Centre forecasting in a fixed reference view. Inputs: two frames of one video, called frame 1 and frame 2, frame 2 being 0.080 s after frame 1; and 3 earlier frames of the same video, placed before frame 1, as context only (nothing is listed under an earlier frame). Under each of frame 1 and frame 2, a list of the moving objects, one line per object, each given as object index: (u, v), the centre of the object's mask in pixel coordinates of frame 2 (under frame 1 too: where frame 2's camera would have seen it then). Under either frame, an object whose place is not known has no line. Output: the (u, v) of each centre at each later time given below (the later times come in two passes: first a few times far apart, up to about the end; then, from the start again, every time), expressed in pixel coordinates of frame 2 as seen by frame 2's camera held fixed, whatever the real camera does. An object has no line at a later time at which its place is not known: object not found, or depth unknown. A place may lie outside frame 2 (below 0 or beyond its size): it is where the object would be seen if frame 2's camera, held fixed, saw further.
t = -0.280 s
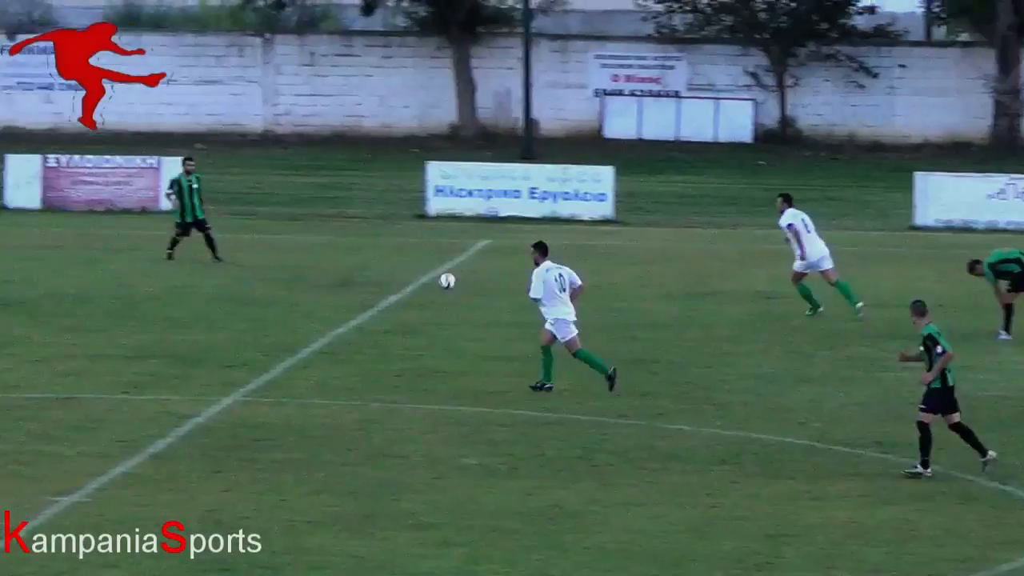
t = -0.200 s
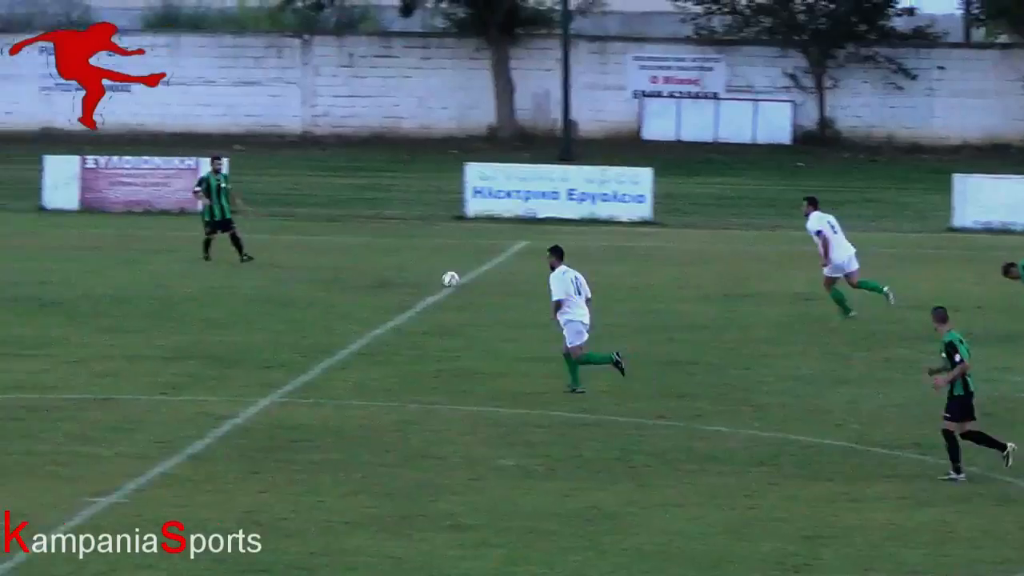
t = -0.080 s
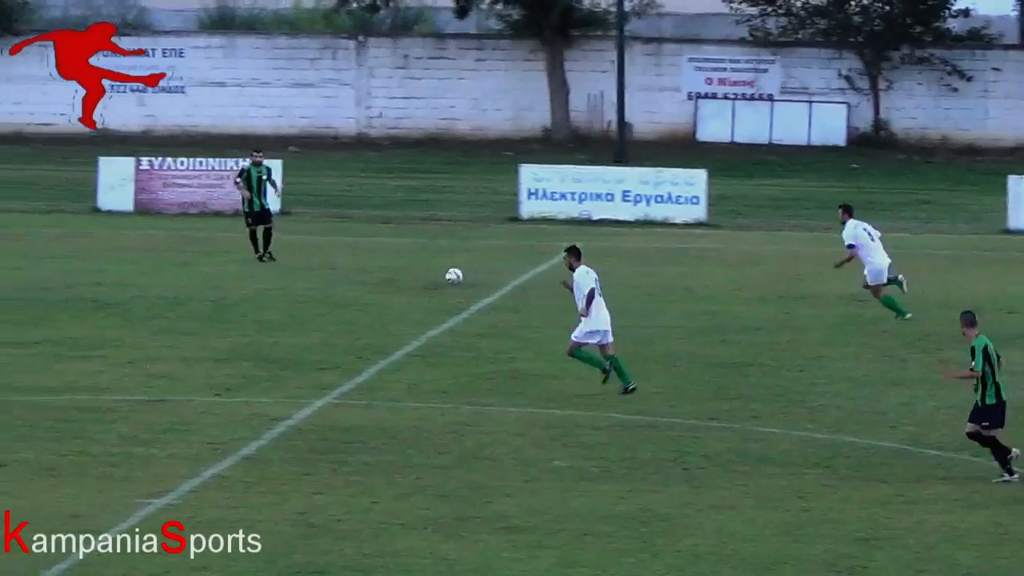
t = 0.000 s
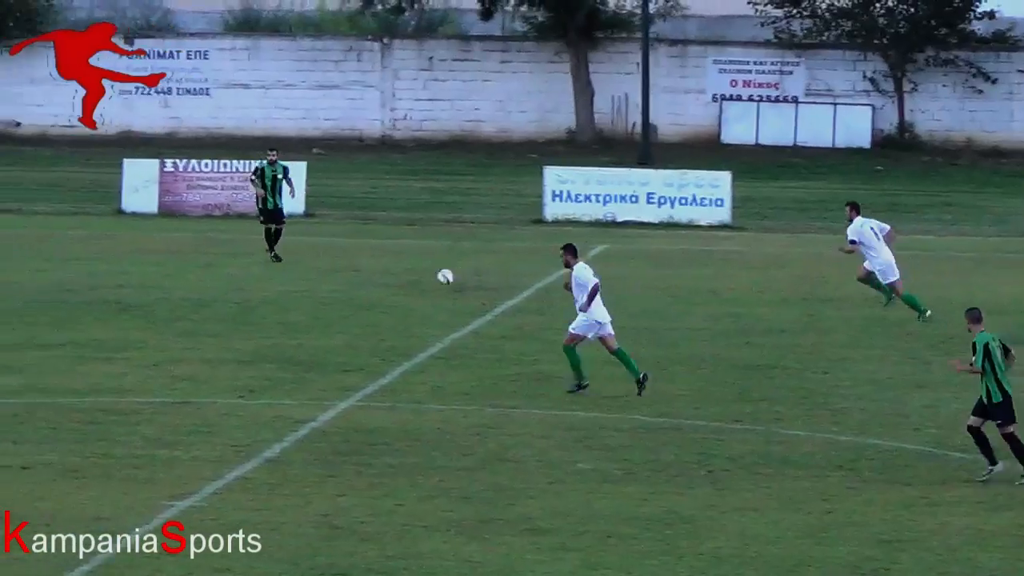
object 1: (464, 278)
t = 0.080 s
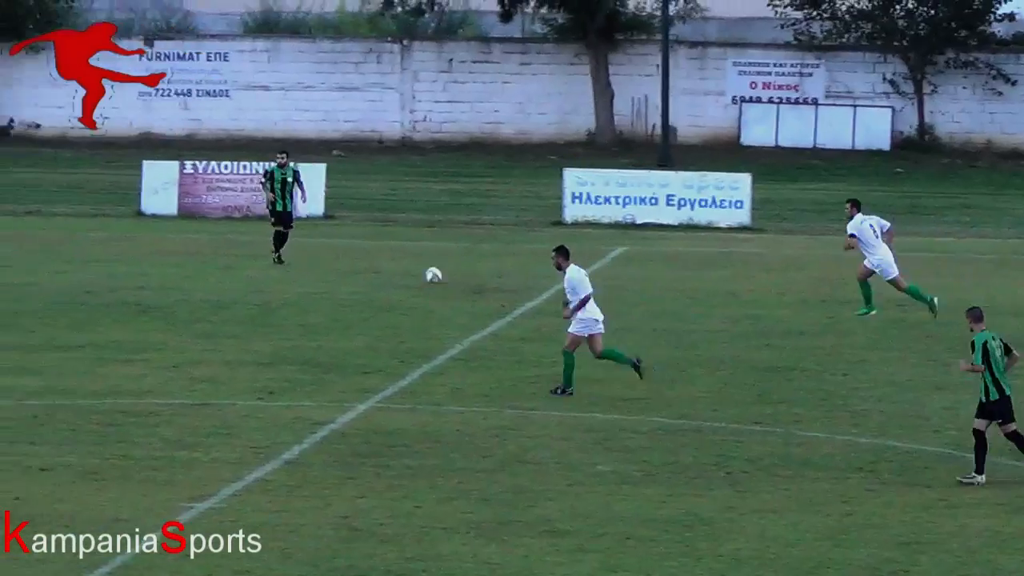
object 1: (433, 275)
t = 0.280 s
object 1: (361, 270)
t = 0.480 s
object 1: (296, 265)
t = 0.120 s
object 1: (418, 274)
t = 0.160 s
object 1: (403, 273)
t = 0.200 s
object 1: (389, 273)
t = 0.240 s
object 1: (375, 270)
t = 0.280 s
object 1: (361, 270)
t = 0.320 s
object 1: (347, 269)
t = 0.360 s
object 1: (334, 268)
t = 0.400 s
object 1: (321, 267)
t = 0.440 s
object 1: (309, 265)
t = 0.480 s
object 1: (296, 265)
